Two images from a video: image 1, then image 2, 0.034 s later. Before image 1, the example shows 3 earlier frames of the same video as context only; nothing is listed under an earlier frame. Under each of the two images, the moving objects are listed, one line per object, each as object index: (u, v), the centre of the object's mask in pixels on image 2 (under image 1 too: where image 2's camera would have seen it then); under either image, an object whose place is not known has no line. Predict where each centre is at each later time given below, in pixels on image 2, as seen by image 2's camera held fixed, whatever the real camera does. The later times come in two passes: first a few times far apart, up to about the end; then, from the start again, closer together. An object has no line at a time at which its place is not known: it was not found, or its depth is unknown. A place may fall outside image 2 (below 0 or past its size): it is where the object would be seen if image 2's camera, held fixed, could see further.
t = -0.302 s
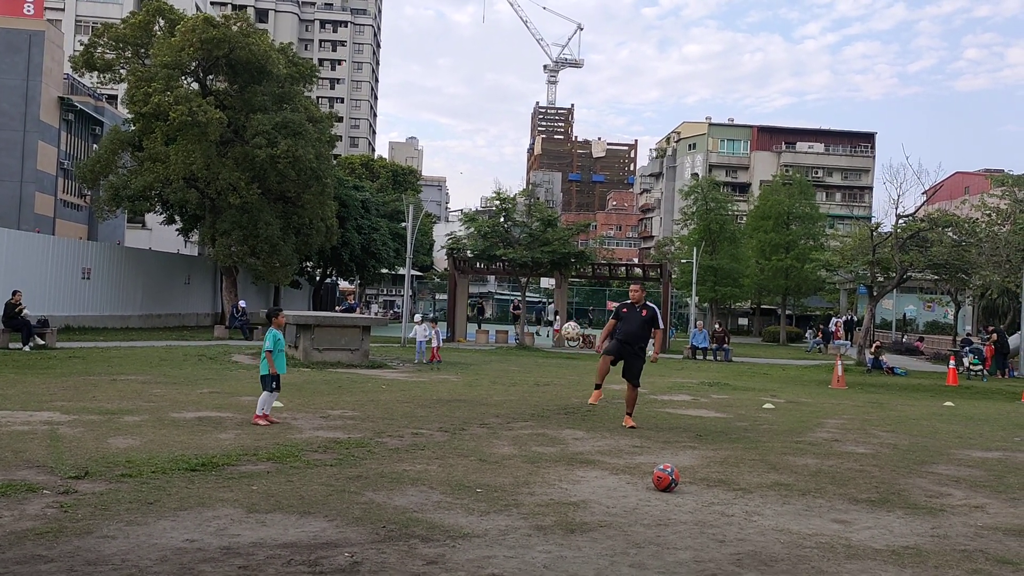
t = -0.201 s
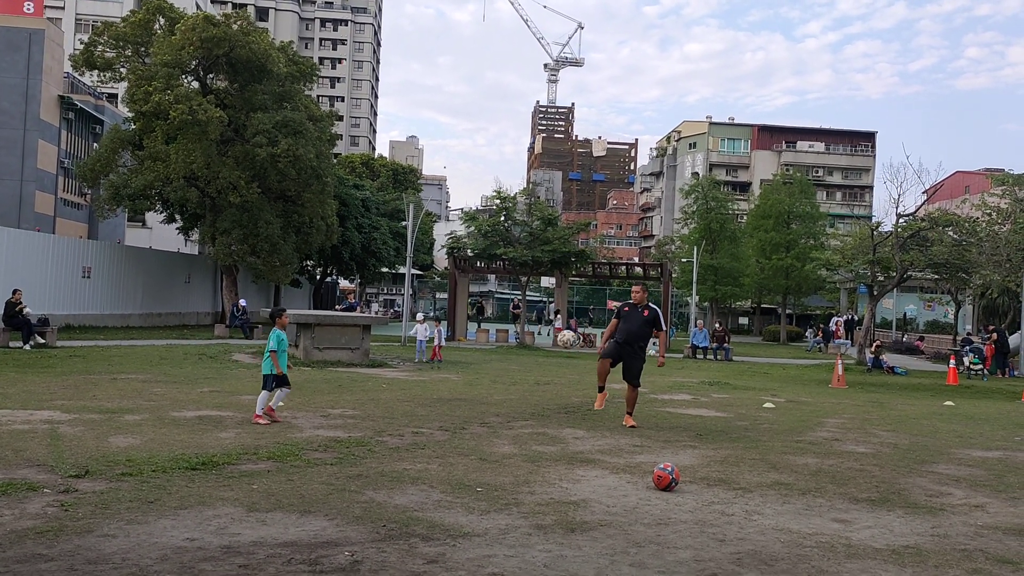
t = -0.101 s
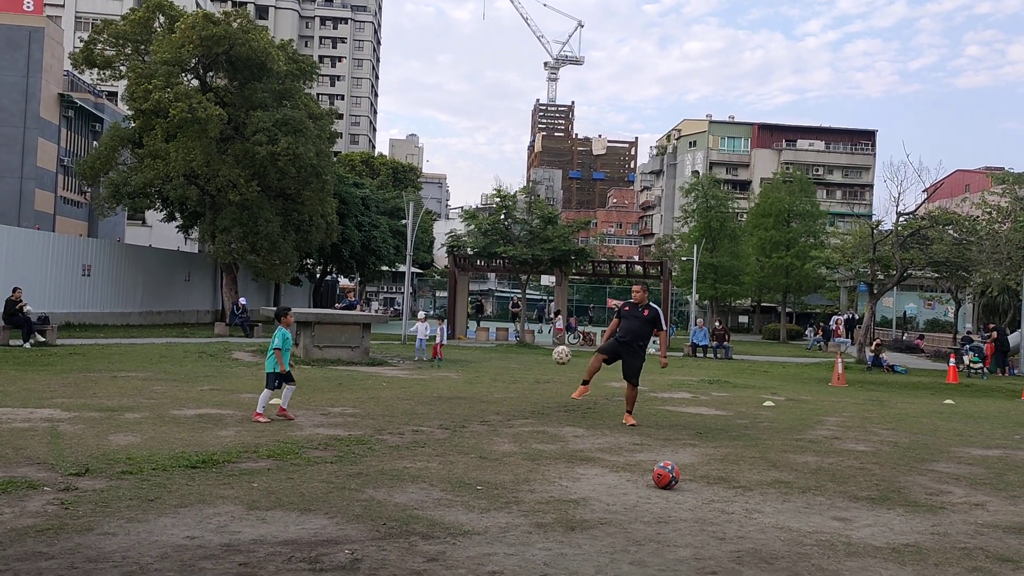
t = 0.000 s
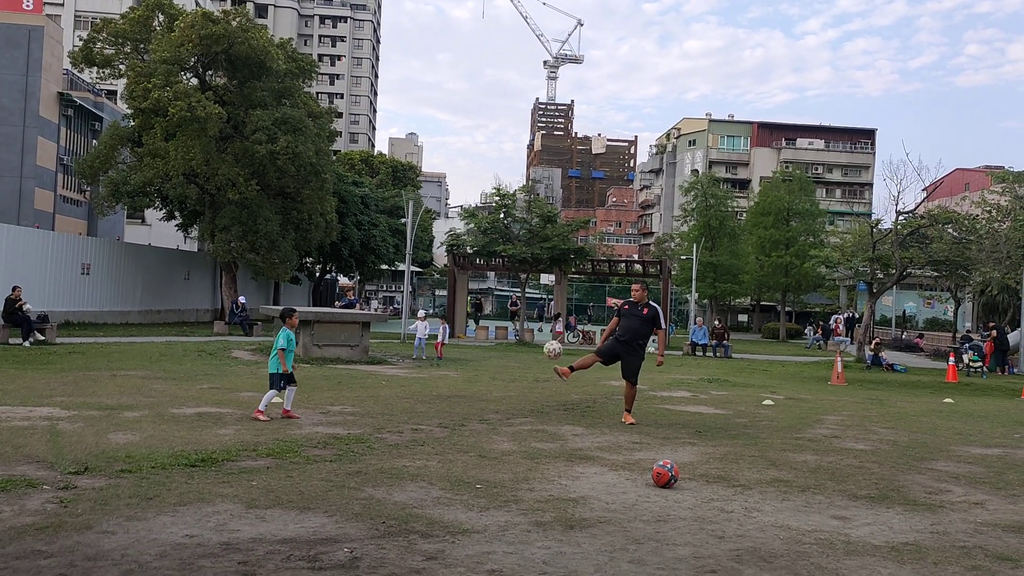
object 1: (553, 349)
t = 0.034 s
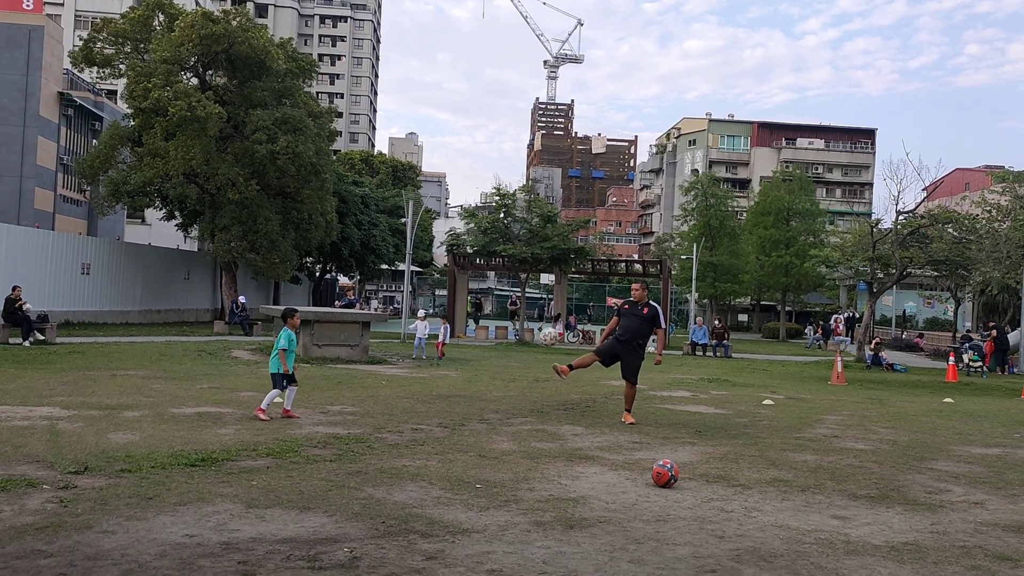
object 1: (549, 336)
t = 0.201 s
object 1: (529, 287)
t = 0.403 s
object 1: (504, 259)
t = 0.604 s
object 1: (478, 264)
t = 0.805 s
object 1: (450, 304)
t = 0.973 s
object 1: (425, 363)
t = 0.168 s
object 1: (533, 295)
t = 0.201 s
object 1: (529, 287)
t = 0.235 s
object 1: (525, 280)
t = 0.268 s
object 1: (521, 274)
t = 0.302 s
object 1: (517, 268)
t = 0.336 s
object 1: (513, 264)
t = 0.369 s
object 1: (508, 261)
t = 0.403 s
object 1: (504, 259)
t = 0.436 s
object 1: (500, 257)
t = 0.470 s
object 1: (496, 257)
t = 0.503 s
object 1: (492, 258)
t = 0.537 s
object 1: (487, 259)
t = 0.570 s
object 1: (482, 261)
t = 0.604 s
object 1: (478, 264)
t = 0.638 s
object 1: (474, 268)
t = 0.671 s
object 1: (469, 274)
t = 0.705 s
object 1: (464, 280)
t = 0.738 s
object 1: (460, 287)
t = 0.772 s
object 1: (455, 295)
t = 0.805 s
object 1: (450, 304)
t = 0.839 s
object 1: (446, 314)
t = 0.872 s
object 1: (441, 325)
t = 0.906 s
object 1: (435, 335)
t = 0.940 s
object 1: (430, 348)
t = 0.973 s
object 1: (425, 363)
